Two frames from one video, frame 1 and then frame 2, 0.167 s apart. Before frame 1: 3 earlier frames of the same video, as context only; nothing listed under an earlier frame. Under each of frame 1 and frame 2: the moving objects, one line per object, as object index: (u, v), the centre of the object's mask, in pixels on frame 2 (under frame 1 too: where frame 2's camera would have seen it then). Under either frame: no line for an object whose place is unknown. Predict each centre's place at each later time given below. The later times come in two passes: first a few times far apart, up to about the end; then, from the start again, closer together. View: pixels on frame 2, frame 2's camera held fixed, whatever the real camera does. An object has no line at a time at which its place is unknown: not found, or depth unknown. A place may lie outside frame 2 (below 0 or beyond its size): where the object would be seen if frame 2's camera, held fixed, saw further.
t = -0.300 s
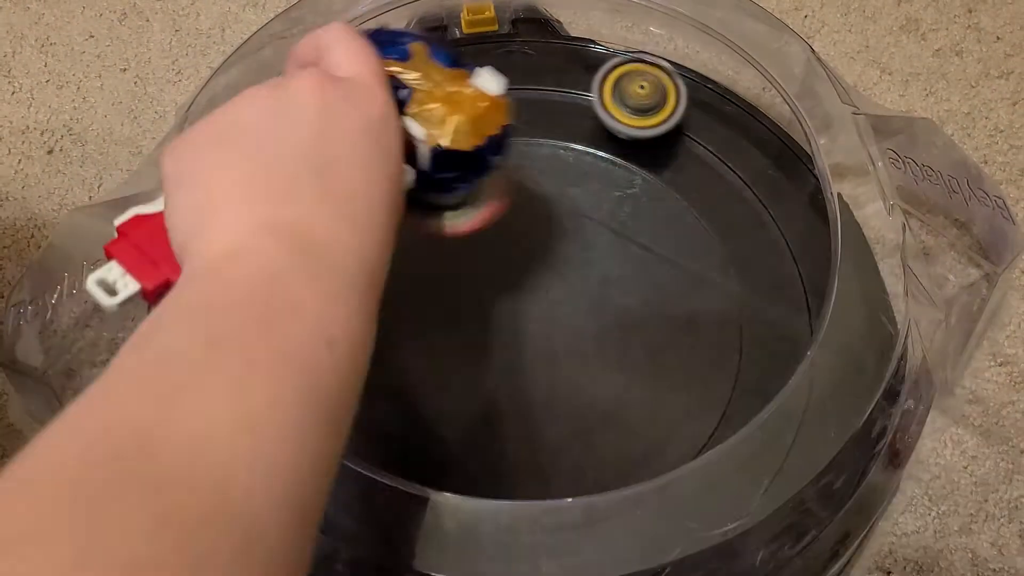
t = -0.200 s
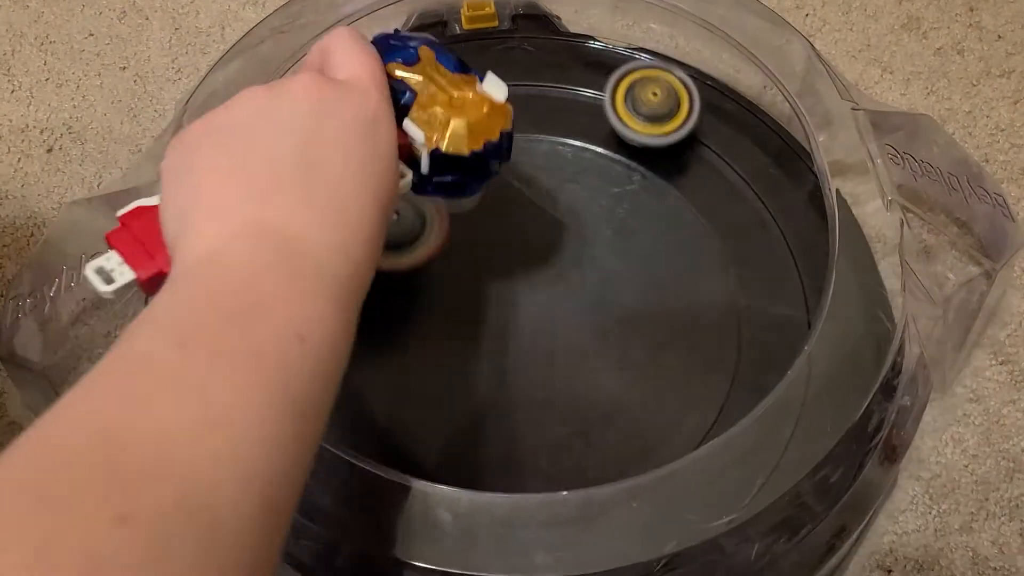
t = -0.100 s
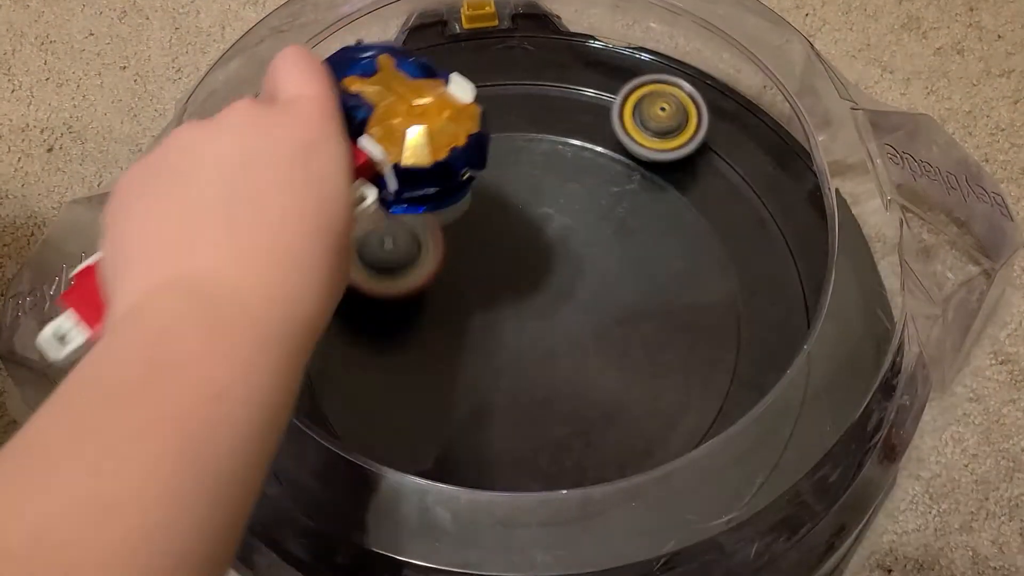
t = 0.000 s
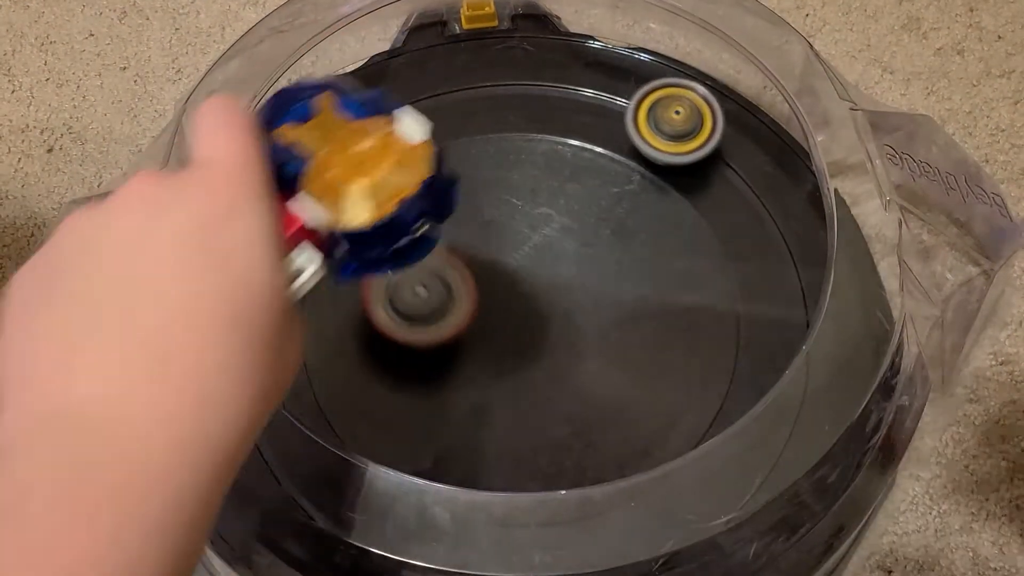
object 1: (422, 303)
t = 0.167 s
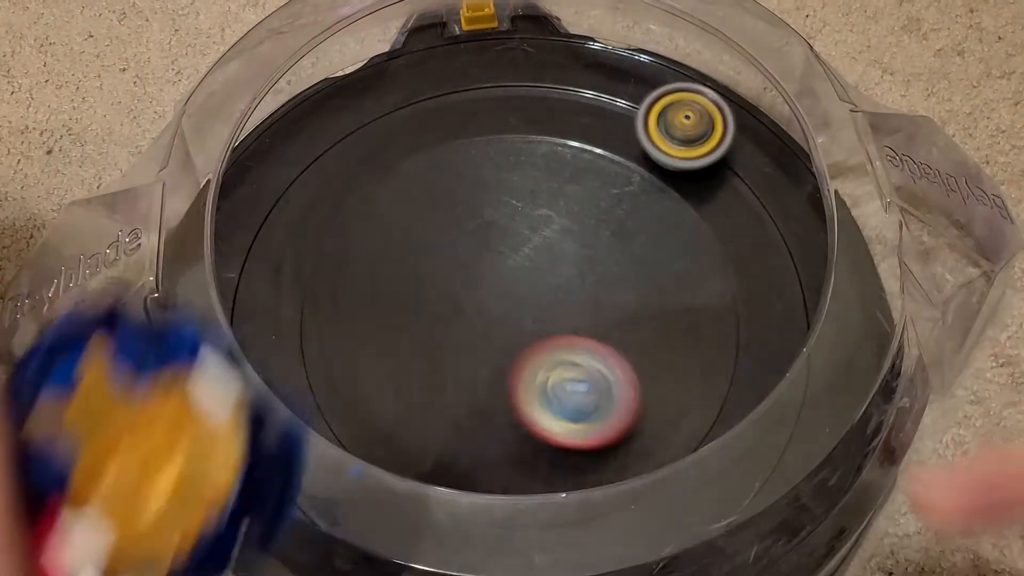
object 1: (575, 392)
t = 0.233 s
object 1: (654, 386)
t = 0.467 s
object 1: (726, 222)
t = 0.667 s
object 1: (590, 188)
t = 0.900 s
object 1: (269, 277)
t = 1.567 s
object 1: (595, 54)
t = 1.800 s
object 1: (219, 318)
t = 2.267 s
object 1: (783, 173)
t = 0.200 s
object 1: (616, 393)
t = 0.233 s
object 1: (654, 386)
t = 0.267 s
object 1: (686, 372)
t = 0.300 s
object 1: (712, 352)
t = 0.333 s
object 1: (730, 328)
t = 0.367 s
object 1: (741, 300)
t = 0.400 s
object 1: (741, 271)
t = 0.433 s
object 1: (734, 241)
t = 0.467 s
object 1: (726, 222)
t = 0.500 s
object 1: (718, 215)
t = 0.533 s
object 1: (705, 208)
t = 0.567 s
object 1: (686, 201)
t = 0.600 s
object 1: (659, 197)
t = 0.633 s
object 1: (628, 192)
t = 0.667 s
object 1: (590, 188)
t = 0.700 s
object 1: (548, 185)
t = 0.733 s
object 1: (498, 184)
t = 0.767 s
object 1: (446, 190)
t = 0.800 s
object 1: (393, 201)
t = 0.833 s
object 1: (345, 219)
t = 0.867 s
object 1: (302, 245)
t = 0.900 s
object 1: (269, 277)
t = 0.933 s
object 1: (228, 314)
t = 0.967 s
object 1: (226, 351)
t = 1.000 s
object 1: (231, 396)
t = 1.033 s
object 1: (241, 443)
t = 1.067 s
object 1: (260, 498)
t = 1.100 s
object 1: (300, 526)
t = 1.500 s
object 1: (726, 128)
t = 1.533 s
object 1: (665, 90)
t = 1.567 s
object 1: (595, 54)
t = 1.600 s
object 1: (519, 45)
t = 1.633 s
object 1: (444, 50)
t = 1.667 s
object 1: (374, 78)
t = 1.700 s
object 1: (304, 118)
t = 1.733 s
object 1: (260, 170)
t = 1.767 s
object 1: (246, 238)
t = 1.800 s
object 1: (219, 318)
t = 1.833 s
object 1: (218, 404)
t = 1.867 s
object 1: (253, 478)
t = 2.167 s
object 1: (830, 350)
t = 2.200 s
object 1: (820, 284)
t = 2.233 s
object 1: (807, 224)
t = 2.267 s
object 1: (783, 173)
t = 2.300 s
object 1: (736, 154)
